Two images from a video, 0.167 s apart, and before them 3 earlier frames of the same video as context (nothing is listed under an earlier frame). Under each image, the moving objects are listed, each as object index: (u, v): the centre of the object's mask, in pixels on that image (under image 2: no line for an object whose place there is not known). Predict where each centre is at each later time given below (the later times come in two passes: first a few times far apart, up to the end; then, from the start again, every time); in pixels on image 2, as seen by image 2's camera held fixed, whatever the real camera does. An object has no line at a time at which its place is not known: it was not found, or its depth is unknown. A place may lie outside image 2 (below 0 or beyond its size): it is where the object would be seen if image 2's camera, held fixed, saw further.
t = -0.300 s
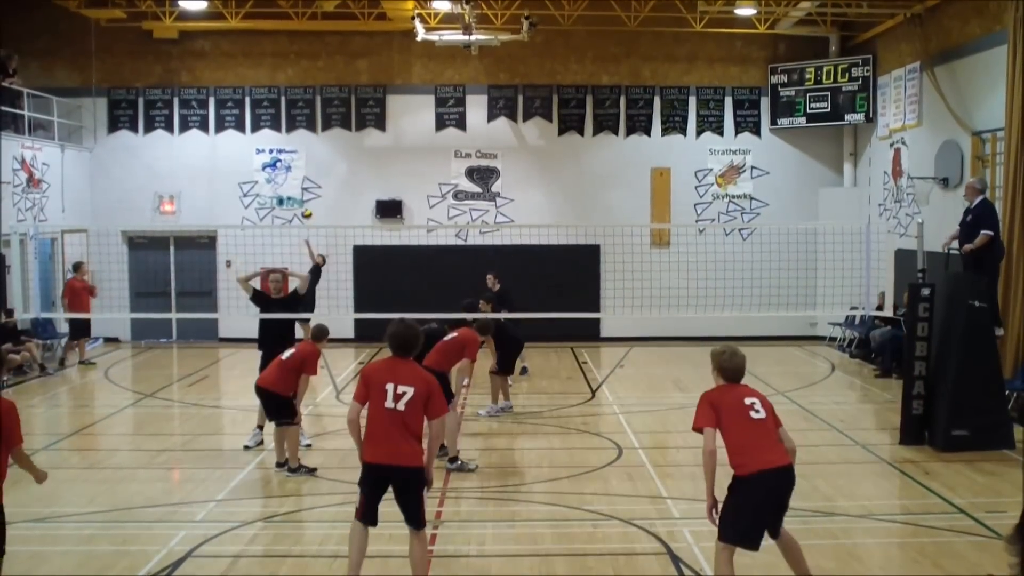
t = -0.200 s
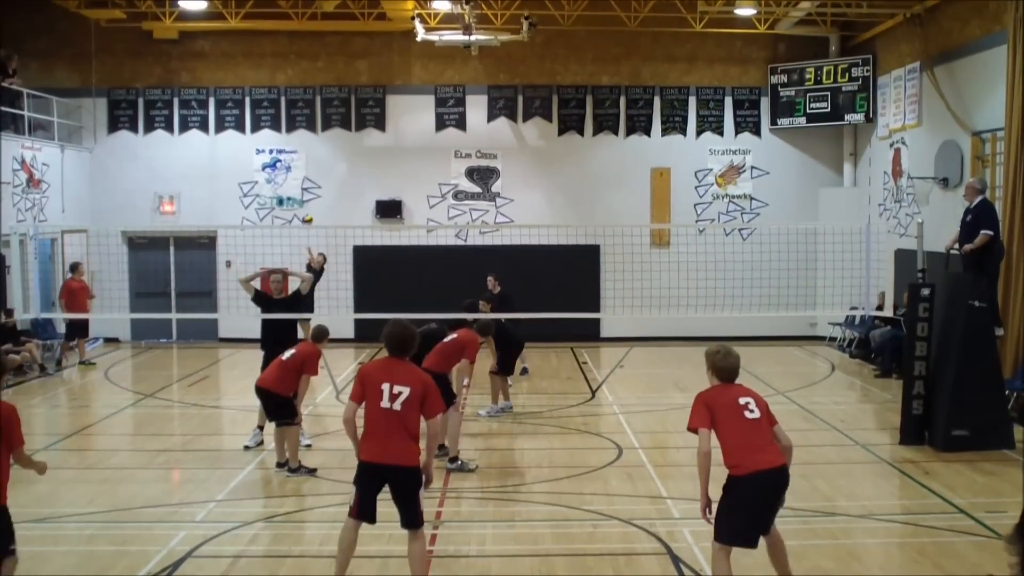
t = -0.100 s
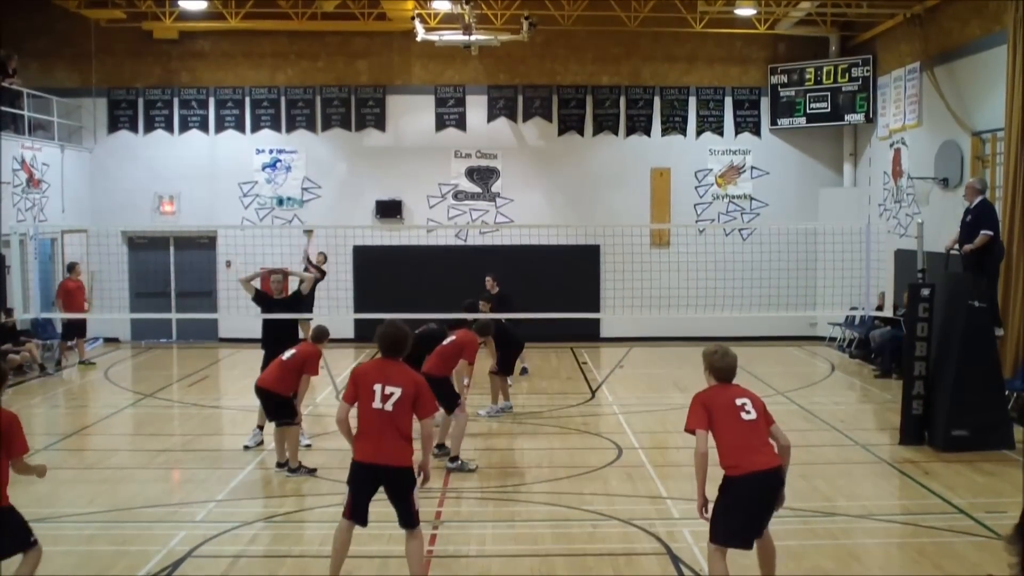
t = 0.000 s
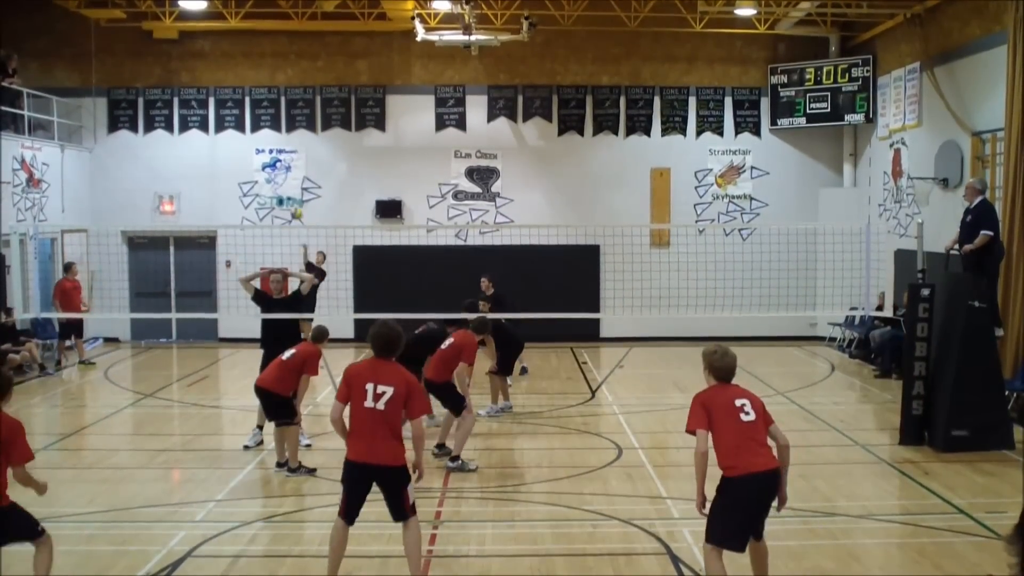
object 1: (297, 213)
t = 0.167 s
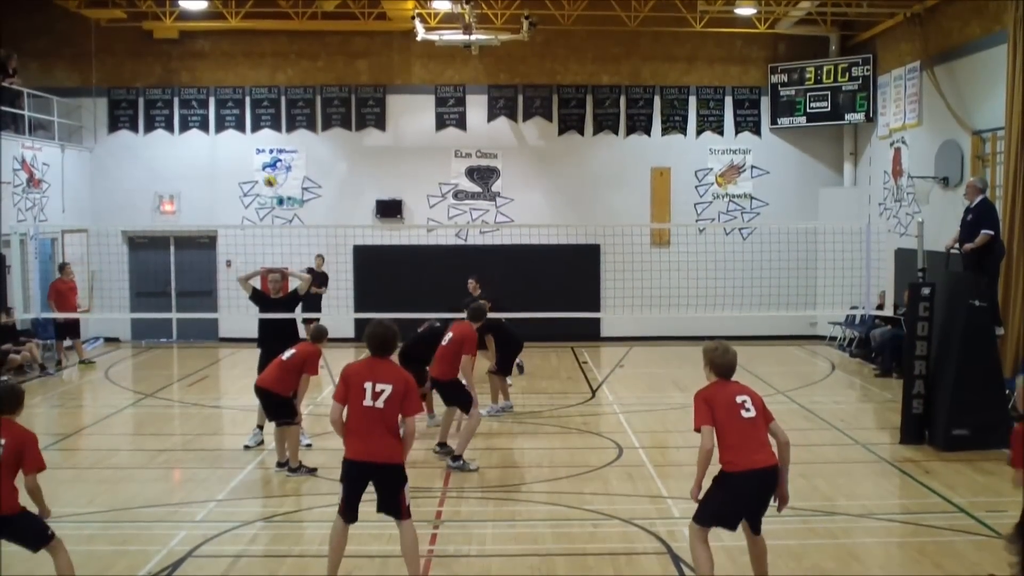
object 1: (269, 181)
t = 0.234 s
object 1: (256, 170)
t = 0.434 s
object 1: (206, 150)
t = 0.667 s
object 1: (140, 155)
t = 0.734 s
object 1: (118, 165)
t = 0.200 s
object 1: (264, 176)
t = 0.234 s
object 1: (256, 170)
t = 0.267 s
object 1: (248, 165)
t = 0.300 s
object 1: (240, 161)
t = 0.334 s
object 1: (232, 158)
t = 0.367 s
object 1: (223, 155)
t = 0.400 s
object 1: (215, 152)
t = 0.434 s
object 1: (206, 150)
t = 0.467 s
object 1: (197, 149)
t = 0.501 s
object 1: (187, 147)
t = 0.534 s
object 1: (178, 147)
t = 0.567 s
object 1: (169, 148)
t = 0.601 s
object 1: (160, 149)
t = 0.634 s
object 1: (150, 152)
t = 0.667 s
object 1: (140, 155)
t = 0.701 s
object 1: (129, 160)
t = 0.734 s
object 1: (118, 165)
